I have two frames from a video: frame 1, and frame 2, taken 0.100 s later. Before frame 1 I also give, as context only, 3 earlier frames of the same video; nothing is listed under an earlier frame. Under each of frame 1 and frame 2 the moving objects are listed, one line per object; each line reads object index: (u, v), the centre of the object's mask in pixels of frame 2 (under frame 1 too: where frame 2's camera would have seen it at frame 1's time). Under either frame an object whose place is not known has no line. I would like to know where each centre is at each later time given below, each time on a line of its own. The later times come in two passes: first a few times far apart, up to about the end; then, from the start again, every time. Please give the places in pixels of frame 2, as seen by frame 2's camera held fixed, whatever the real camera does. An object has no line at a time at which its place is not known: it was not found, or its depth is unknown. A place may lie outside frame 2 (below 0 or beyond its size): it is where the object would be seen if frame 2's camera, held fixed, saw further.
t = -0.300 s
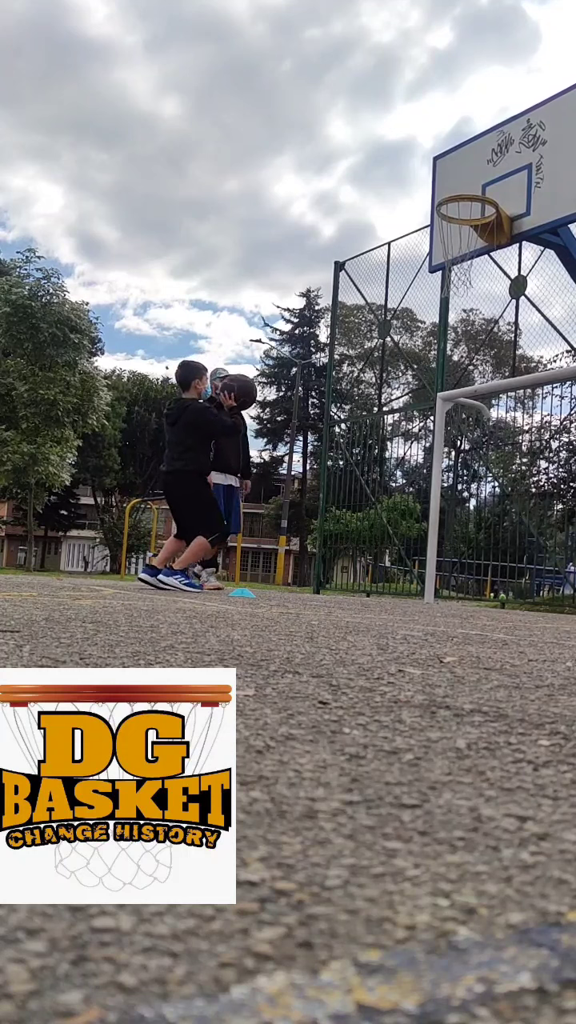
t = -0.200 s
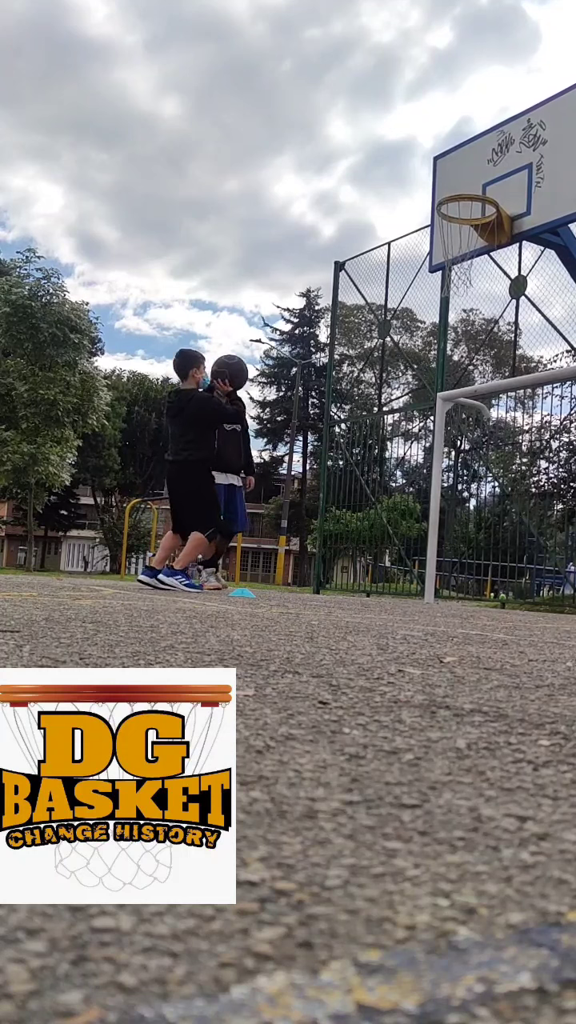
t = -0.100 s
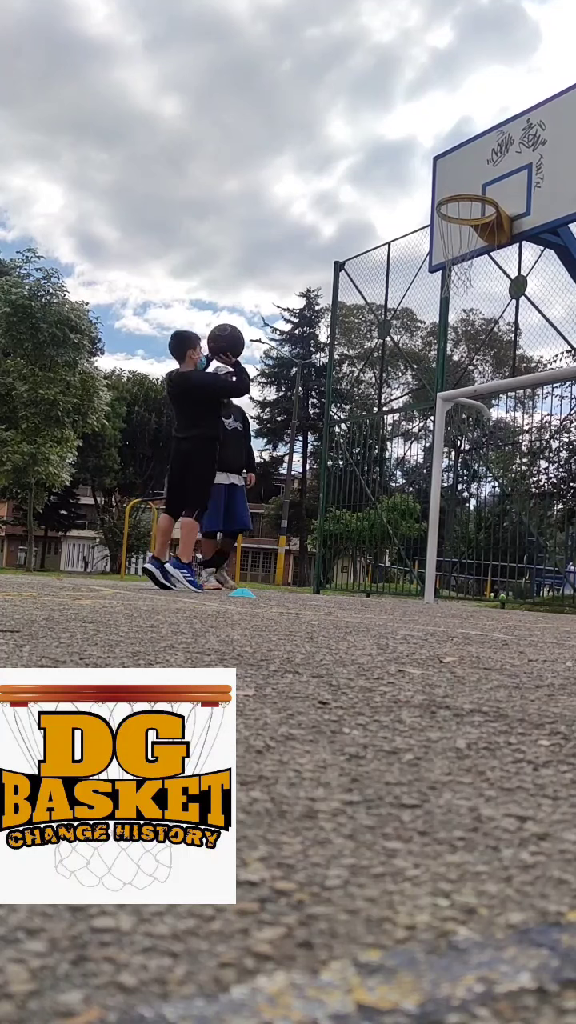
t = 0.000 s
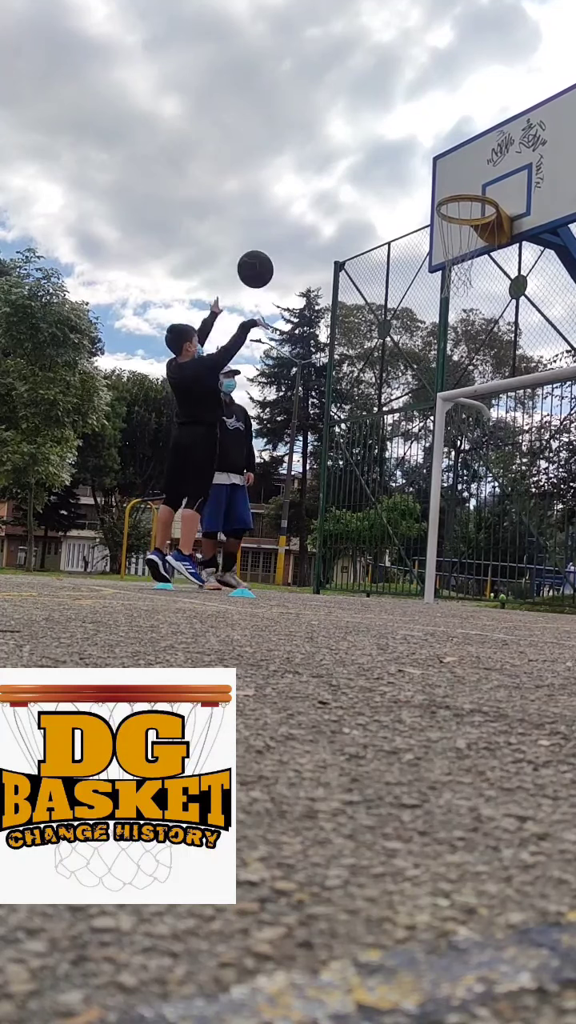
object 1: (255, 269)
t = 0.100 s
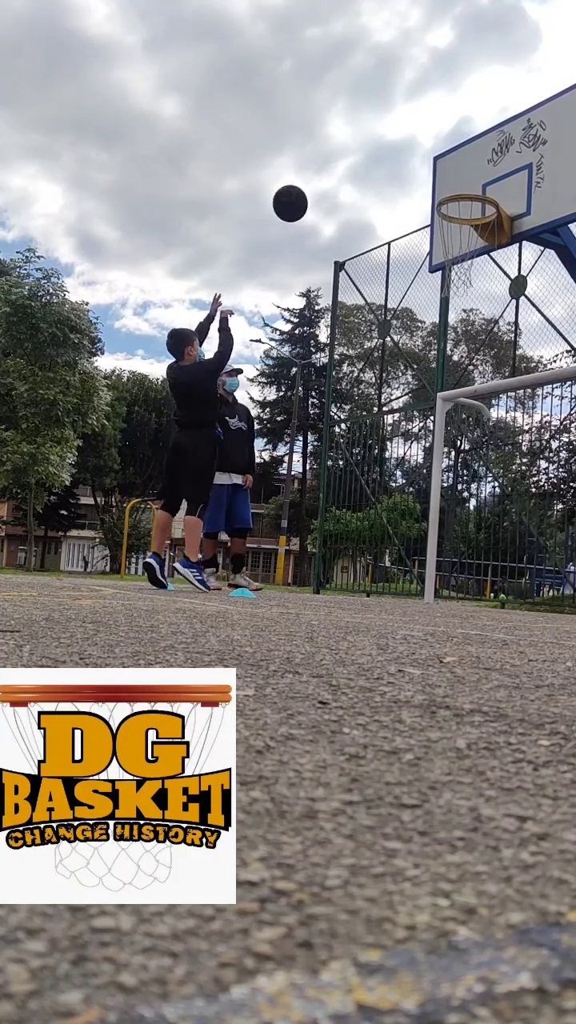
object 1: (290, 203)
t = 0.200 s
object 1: (322, 155)
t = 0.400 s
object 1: (379, 105)
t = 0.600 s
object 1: (428, 106)
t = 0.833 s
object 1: (479, 166)
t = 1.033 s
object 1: (474, 172)
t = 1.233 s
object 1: (435, 146)
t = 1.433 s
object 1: (391, 170)
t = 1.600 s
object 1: (350, 232)
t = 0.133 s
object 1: (301, 185)
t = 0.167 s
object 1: (312, 169)
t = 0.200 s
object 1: (322, 155)
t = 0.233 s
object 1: (332, 143)
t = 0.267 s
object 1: (342, 132)
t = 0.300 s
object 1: (352, 123)
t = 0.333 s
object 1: (361, 115)
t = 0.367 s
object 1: (370, 109)
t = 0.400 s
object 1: (379, 105)
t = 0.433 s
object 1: (388, 102)
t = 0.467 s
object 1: (396, 100)
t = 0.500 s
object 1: (405, 99)
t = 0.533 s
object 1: (413, 100)
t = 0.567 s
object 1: (421, 102)
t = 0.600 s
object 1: (428, 106)
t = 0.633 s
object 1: (436, 111)
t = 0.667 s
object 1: (443, 117)
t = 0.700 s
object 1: (451, 124)
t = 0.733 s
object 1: (458, 133)
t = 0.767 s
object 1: (465, 142)
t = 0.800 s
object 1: (472, 154)
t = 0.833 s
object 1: (479, 166)
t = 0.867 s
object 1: (486, 179)
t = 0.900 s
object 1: (494, 190)
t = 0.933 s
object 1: (492, 198)
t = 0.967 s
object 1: (487, 187)
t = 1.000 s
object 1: (480, 180)
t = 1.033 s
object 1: (474, 172)
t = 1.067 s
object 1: (467, 164)
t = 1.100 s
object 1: (461, 158)
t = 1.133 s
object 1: (455, 153)
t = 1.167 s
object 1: (448, 150)
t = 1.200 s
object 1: (442, 147)
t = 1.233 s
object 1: (435, 146)
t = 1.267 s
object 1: (428, 147)
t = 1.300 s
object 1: (420, 149)
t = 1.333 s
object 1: (413, 152)
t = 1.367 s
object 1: (406, 156)
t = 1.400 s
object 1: (398, 162)
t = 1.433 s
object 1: (391, 170)
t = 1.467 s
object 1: (383, 179)
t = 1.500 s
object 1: (375, 190)
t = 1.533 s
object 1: (367, 202)
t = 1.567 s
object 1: (358, 217)
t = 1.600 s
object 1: (350, 232)
